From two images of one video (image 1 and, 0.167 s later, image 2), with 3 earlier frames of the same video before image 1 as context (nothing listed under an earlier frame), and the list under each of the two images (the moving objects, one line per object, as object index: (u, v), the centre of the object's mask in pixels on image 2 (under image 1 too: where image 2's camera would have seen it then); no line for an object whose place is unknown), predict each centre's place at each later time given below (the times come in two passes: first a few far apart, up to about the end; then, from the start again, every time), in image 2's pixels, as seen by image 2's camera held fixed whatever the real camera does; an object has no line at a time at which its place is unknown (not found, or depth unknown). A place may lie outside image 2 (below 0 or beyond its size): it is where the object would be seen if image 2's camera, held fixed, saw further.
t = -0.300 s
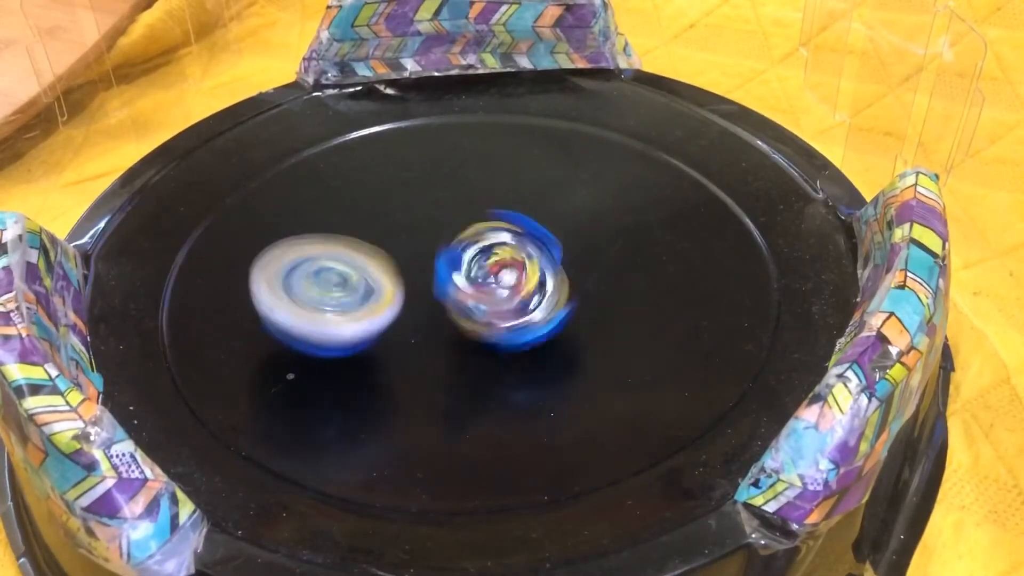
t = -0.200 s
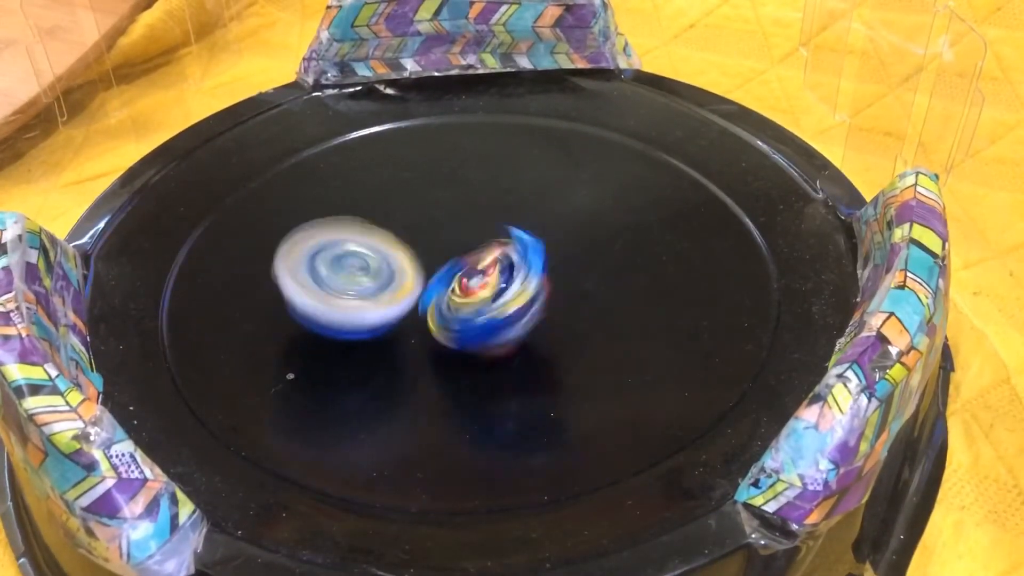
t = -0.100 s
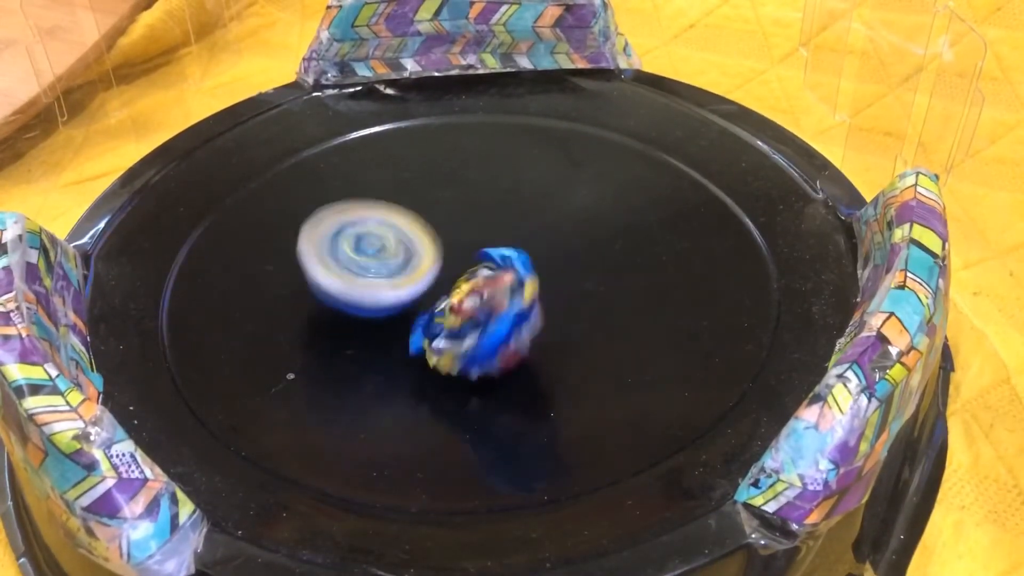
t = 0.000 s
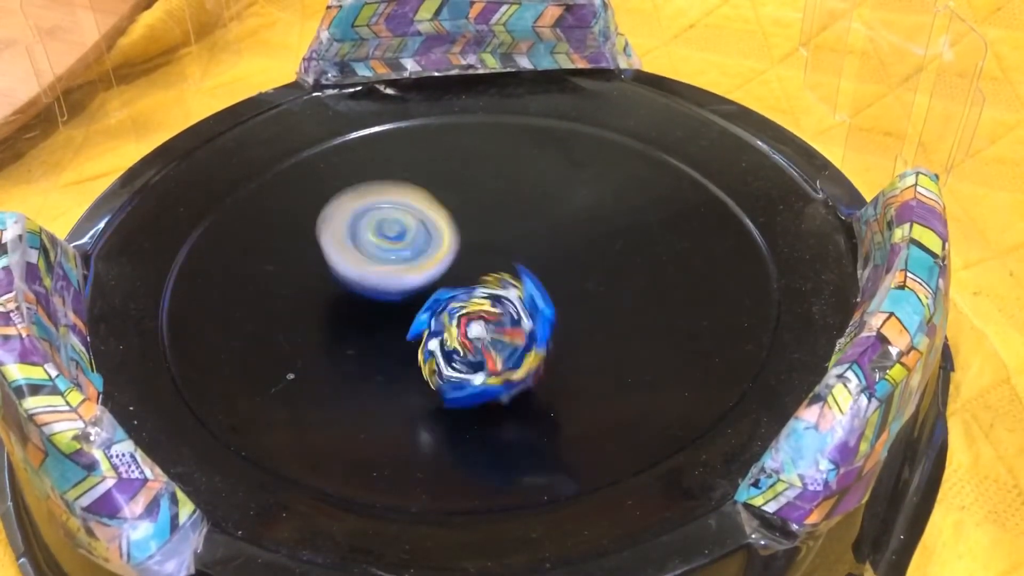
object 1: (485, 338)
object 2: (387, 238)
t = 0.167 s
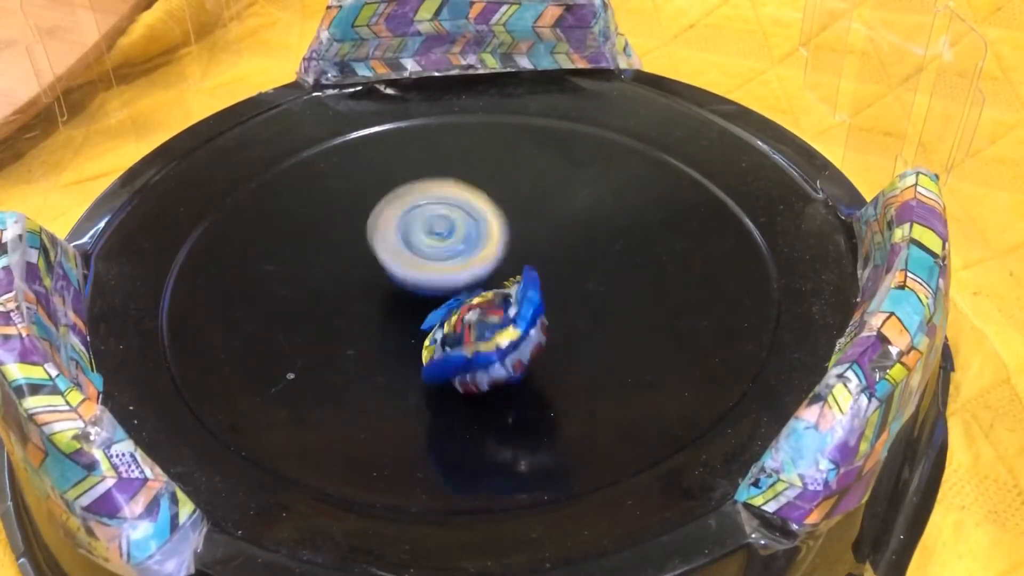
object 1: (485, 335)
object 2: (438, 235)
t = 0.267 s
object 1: (483, 329)
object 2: (471, 232)
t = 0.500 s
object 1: (427, 379)
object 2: (518, 198)
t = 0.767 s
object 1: (384, 359)
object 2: (522, 244)
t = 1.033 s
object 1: (328, 360)
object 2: (506, 251)
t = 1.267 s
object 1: (363, 321)
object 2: (493, 254)
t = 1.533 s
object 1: (380, 324)
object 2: (491, 264)
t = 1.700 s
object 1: (373, 324)
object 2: (494, 279)
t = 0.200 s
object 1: (486, 334)
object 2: (449, 235)
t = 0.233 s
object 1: (484, 331)
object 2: (462, 233)
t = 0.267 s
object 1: (483, 329)
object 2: (471, 232)
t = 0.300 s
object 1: (477, 338)
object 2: (487, 224)
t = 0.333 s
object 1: (467, 355)
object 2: (494, 211)
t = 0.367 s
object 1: (457, 368)
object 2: (505, 199)
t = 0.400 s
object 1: (445, 374)
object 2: (507, 194)
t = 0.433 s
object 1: (435, 377)
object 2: (512, 192)
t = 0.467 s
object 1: (429, 379)
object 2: (515, 195)
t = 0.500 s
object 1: (427, 379)
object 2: (518, 198)
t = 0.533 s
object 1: (426, 377)
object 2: (519, 204)
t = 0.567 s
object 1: (426, 373)
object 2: (519, 211)
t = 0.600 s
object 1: (427, 369)
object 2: (517, 221)
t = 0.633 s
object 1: (431, 364)
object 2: (513, 231)
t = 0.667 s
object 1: (433, 357)
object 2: (509, 242)
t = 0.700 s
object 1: (436, 349)
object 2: (502, 252)
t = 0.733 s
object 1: (414, 352)
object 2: (511, 253)
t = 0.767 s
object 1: (384, 359)
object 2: (522, 244)
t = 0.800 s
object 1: (367, 365)
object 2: (533, 239)
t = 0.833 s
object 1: (349, 370)
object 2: (540, 235)
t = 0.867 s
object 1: (333, 373)
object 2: (540, 238)
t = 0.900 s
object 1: (324, 374)
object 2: (535, 238)
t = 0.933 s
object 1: (319, 372)
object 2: (529, 240)
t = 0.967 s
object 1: (318, 370)
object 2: (524, 244)
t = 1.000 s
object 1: (321, 366)
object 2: (516, 246)
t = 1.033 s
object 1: (328, 360)
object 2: (506, 251)
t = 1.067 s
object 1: (336, 353)
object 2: (498, 255)
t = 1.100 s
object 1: (346, 347)
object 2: (489, 257)
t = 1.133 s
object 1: (359, 341)
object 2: (481, 261)
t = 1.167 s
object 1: (371, 336)
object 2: (476, 263)
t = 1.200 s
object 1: (372, 327)
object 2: (478, 260)
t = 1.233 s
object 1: (361, 324)
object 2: (487, 258)
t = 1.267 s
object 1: (363, 321)
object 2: (493, 254)
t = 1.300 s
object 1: (366, 321)
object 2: (500, 258)
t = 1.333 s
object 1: (370, 322)
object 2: (502, 256)
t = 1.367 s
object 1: (376, 321)
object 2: (503, 259)
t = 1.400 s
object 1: (383, 320)
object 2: (499, 260)
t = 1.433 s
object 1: (387, 319)
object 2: (497, 262)
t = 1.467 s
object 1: (388, 320)
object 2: (492, 260)
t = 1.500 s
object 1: (384, 322)
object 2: (494, 261)
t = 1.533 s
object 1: (380, 324)
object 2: (491, 264)
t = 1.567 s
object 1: (379, 323)
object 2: (494, 264)
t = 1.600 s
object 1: (379, 324)
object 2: (493, 270)
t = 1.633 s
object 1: (374, 324)
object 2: (492, 272)
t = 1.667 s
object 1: (371, 323)
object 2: (495, 274)
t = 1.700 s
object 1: (373, 324)
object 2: (494, 279)
